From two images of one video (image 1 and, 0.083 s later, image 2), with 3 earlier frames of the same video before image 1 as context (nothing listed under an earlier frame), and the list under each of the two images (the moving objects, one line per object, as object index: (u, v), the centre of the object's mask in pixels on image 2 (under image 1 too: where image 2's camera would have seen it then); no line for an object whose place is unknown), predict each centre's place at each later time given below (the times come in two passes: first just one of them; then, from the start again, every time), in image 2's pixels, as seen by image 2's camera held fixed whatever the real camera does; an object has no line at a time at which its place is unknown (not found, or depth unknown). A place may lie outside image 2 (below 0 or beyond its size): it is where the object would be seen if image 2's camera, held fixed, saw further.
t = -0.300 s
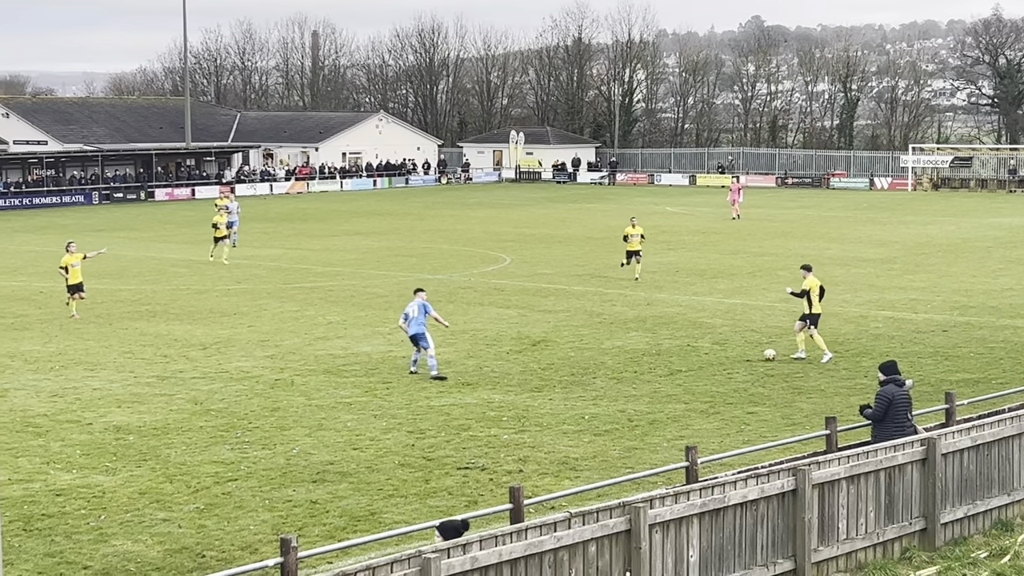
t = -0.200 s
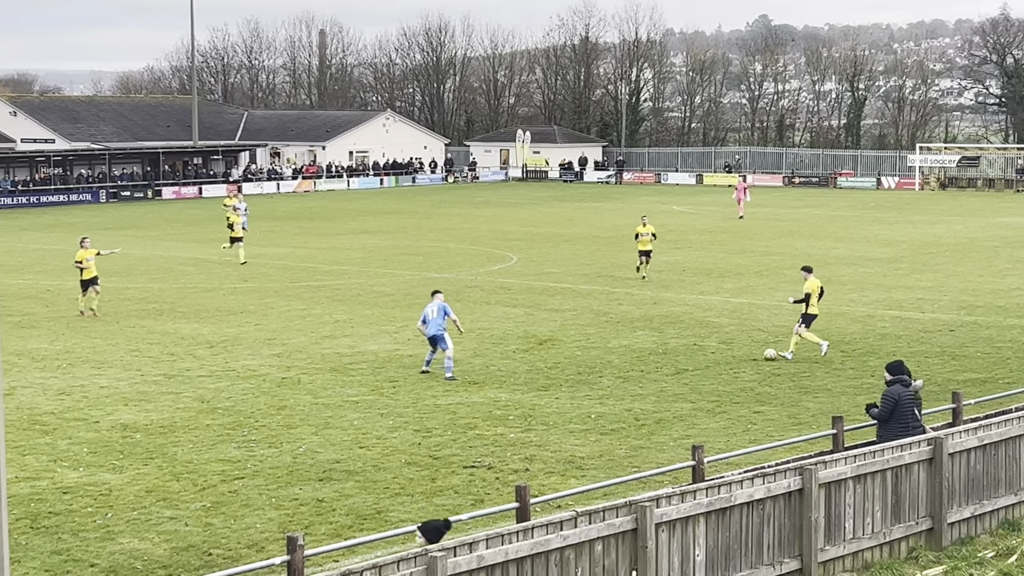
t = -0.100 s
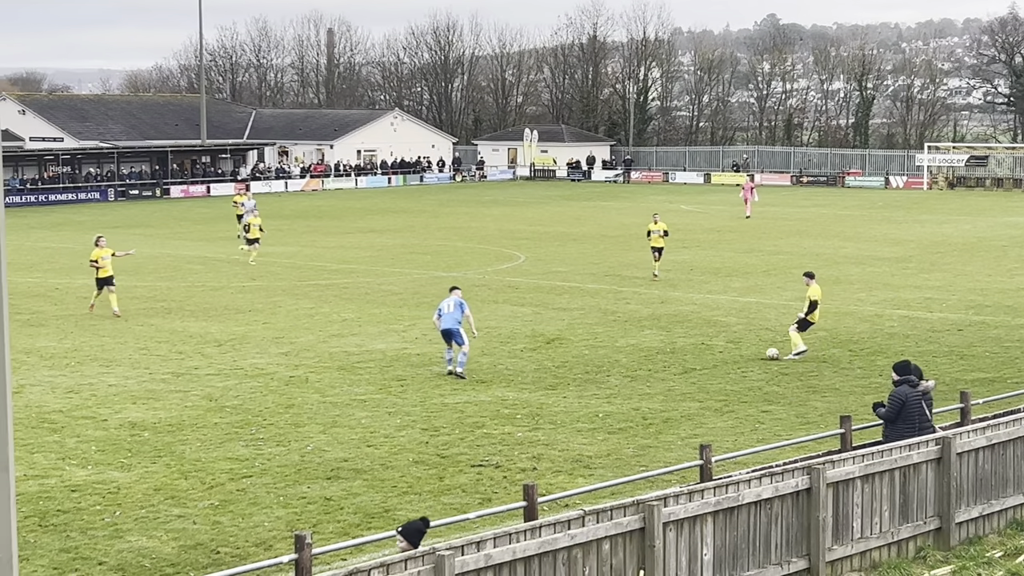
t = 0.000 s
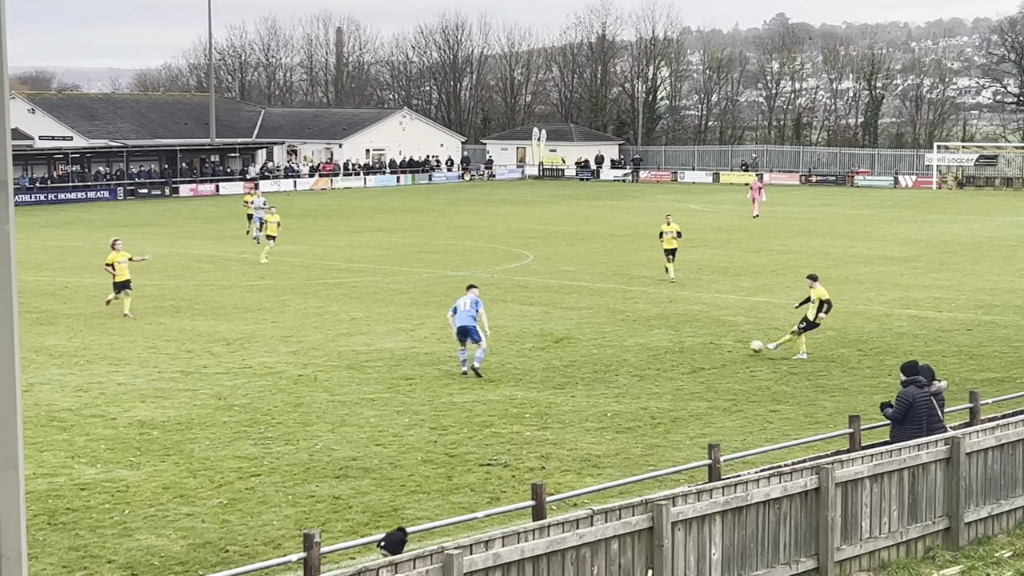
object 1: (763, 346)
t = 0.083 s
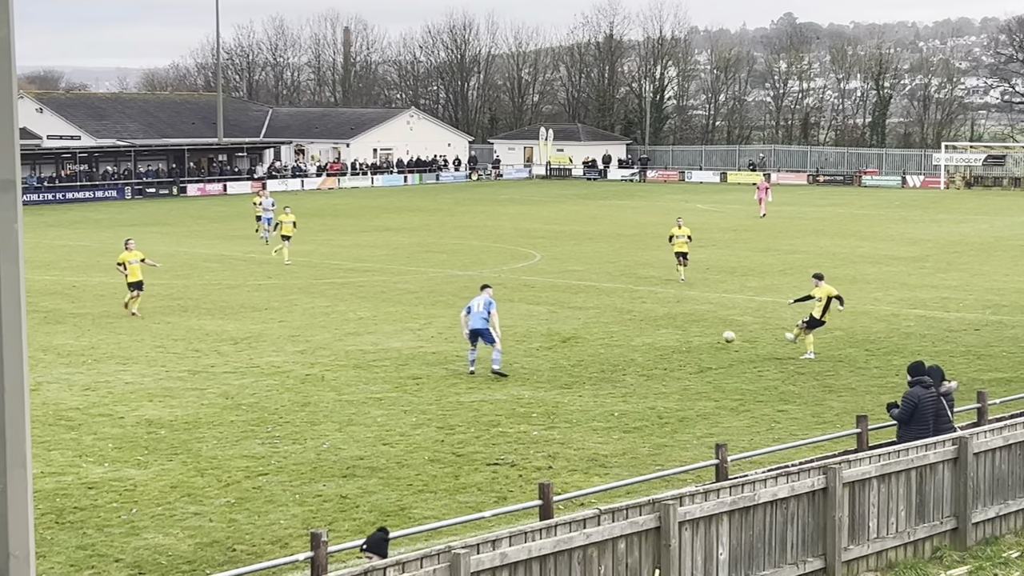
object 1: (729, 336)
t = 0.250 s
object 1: (668, 331)
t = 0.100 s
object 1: (722, 335)
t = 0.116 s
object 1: (716, 334)
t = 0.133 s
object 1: (710, 333)
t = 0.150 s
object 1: (703, 332)
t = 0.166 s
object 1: (697, 332)
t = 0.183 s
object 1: (691, 332)
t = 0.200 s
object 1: (685, 331)
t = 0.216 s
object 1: (679, 332)
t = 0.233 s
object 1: (673, 332)
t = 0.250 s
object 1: (668, 331)
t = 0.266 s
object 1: (663, 330)
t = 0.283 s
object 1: (658, 328)
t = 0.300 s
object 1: (654, 327)
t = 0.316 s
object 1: (649, 326)
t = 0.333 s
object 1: (645, 325)
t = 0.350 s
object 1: (640, 324)
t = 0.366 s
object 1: (636, 324)
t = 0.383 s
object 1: (632, 323)
